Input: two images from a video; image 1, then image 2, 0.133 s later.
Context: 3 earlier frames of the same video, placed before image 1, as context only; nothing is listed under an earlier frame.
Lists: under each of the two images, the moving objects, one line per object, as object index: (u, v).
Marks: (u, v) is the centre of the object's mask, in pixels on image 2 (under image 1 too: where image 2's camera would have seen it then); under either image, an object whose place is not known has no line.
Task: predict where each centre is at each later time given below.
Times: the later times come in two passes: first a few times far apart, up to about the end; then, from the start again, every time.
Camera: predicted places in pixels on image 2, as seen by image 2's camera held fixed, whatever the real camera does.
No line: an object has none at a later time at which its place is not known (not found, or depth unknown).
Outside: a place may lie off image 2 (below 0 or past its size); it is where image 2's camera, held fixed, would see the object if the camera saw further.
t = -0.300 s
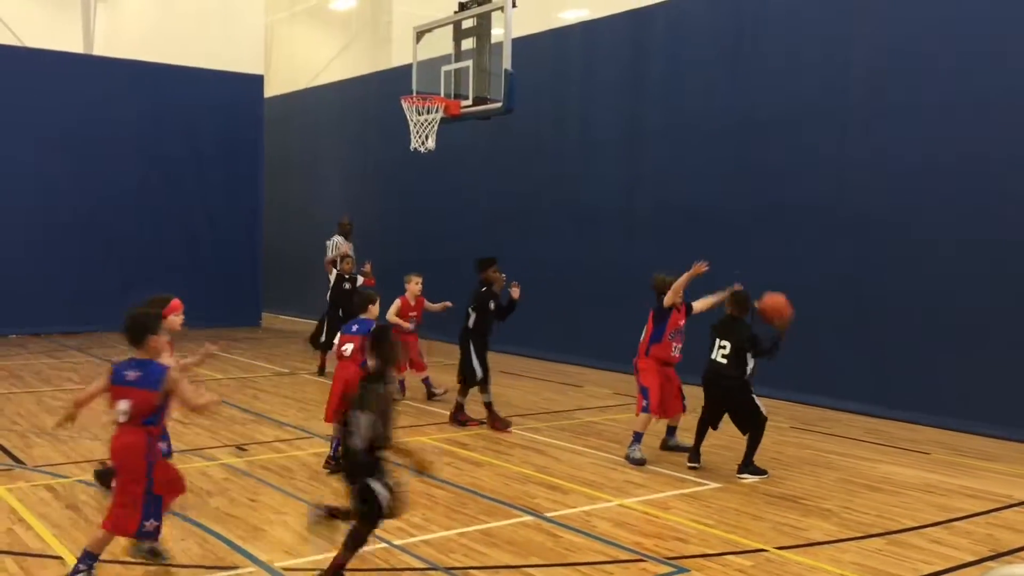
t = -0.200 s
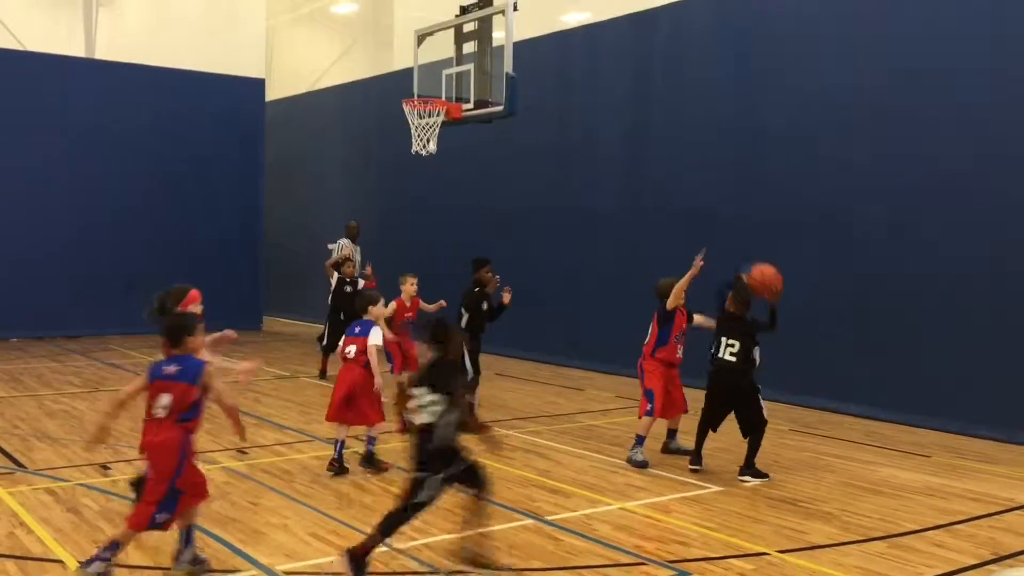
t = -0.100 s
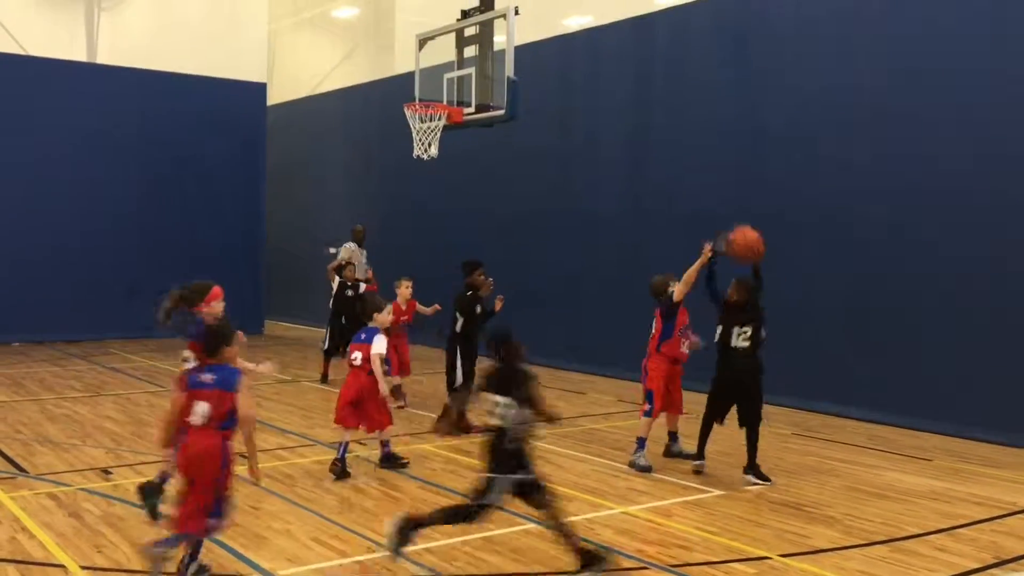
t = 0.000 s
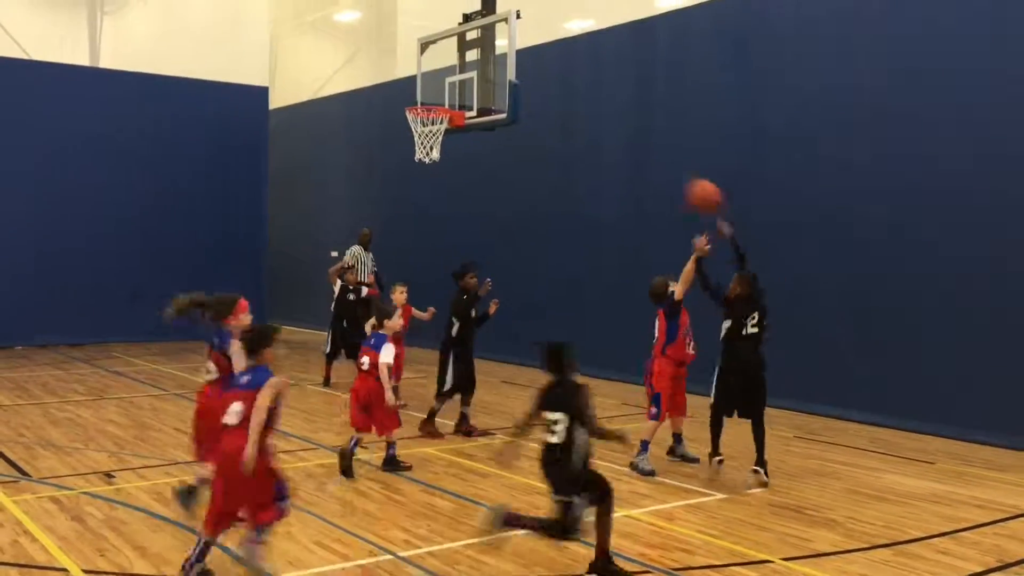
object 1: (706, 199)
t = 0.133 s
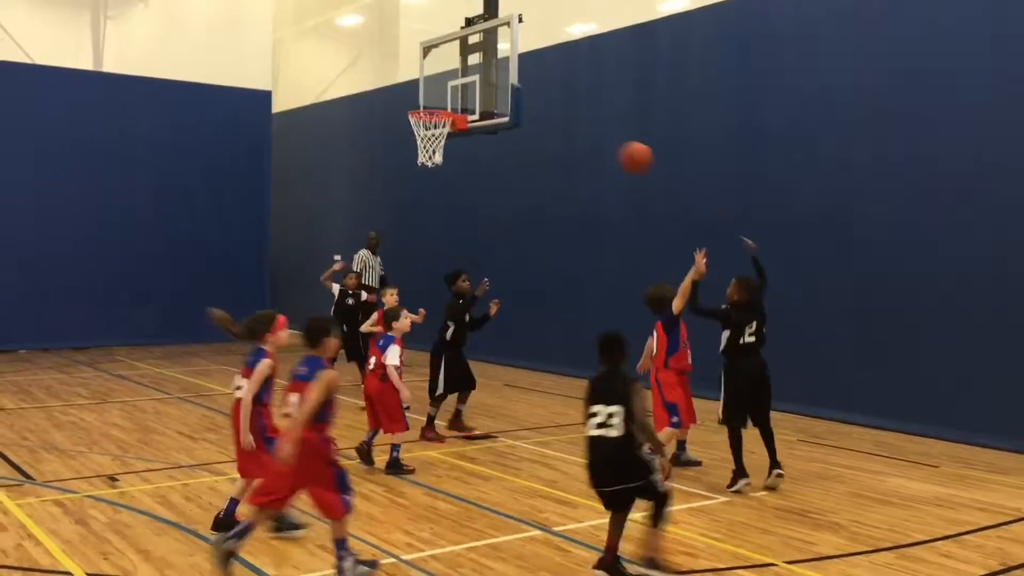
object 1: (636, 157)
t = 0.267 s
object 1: (571, 141)
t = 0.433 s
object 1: (495, 154)
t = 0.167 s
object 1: (619, 151)
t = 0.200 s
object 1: (603, 145)
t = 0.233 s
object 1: (586, 143)
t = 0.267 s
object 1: (571, 141)
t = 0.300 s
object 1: (555, 141)
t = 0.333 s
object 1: (540, 143)
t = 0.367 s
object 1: (525, 145)
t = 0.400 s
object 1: (510, 149)
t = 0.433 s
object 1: (495, 154)
